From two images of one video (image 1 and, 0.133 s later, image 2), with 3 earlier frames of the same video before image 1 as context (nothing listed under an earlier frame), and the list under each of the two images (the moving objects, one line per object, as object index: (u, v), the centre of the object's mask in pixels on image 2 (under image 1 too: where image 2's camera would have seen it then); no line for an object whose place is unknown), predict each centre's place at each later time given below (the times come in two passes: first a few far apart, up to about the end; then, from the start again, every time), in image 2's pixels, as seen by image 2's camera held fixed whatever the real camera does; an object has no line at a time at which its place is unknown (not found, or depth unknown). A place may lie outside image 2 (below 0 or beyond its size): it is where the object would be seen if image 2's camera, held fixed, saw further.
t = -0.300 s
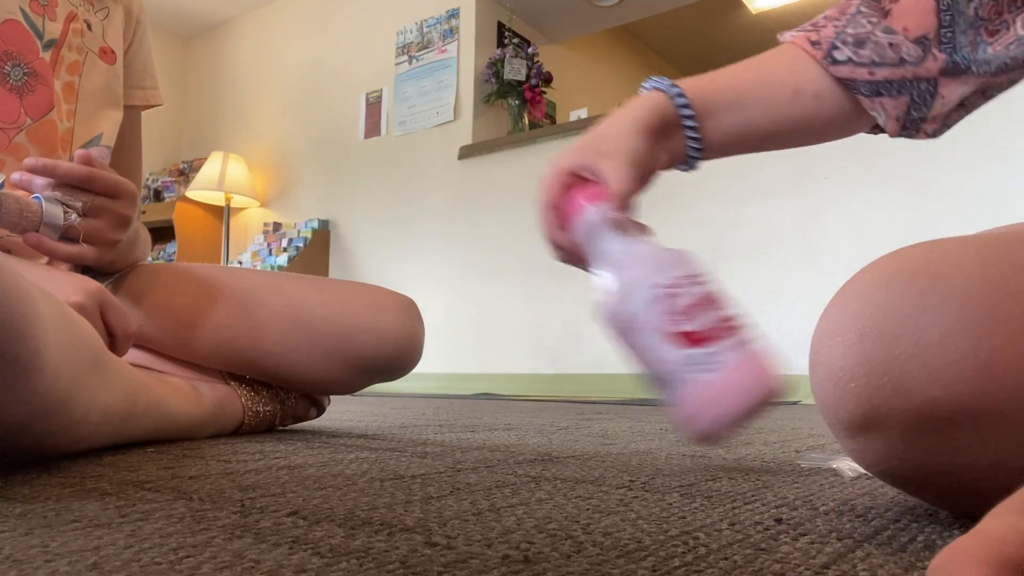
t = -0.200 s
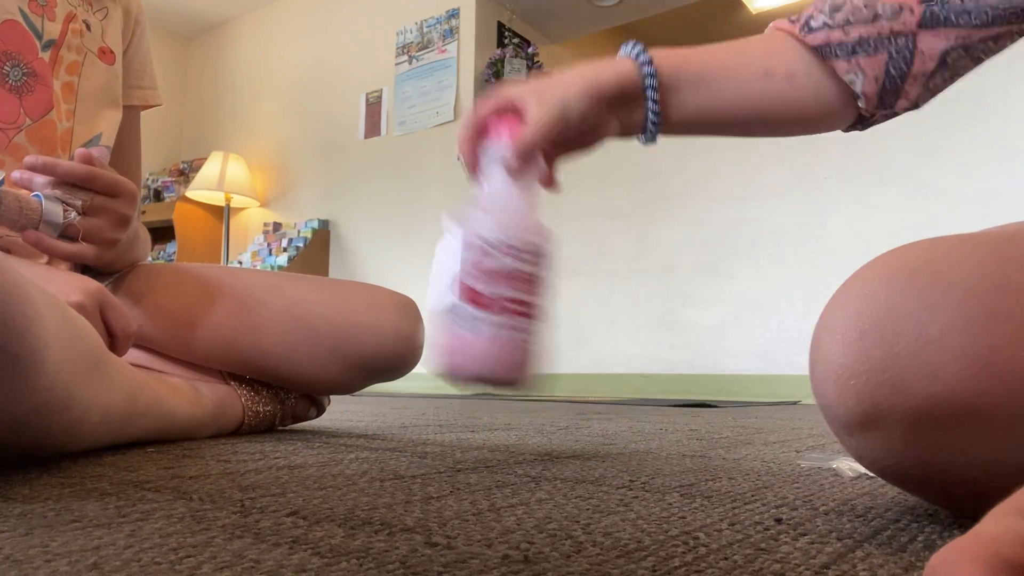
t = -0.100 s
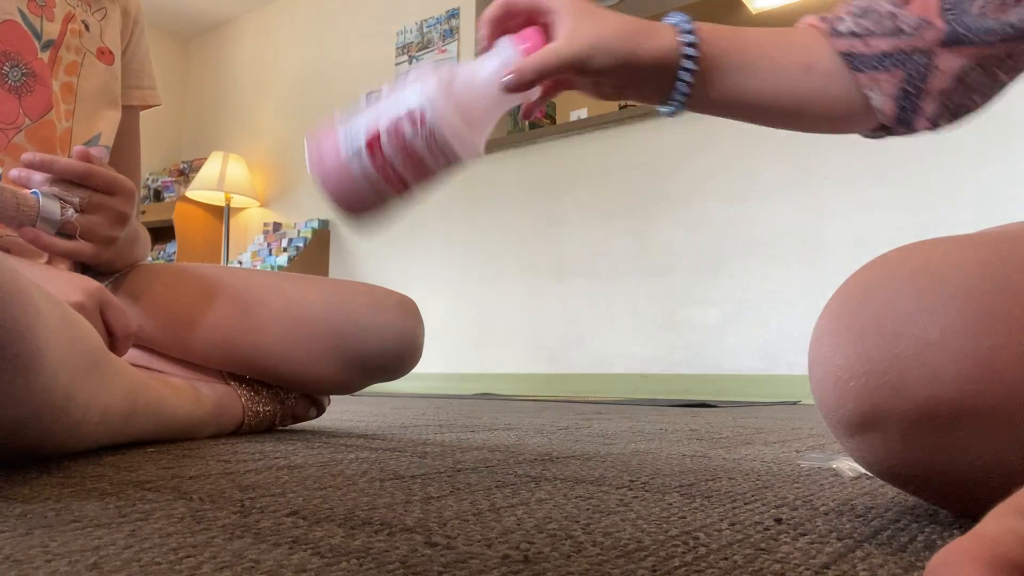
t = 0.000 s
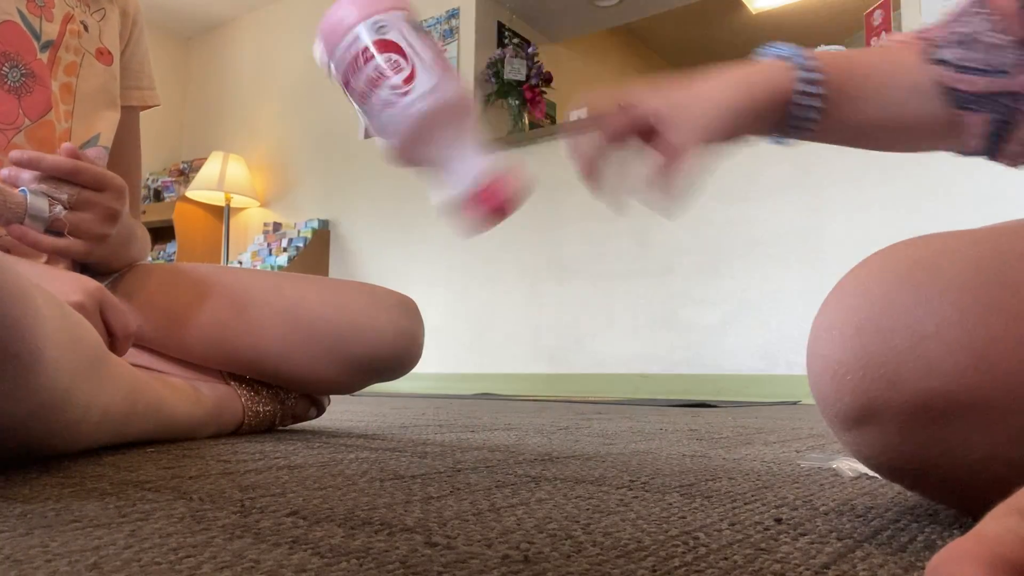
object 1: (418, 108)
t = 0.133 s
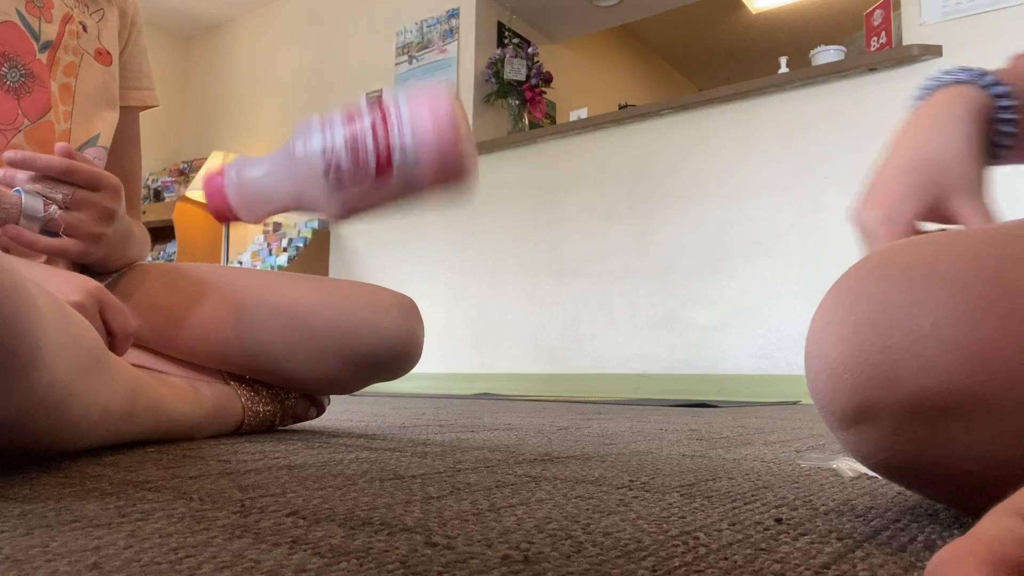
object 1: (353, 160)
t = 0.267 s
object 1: (385, 341)
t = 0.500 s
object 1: (283, 405)
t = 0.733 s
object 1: (278, 405)
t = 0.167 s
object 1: (359, 202)
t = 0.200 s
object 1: (366, 271)
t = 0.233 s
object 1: (379, 338)
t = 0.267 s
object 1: (385, 341)
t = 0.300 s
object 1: (382, 341)
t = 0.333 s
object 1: (377, 342)
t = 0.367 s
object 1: (366, 345)
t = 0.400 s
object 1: (346, 353)
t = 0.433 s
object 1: (318, 368)
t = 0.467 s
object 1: (290, 401)
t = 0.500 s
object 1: (283, 405)
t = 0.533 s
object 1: (282, 405)
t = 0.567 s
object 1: (281, 405)
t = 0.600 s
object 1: (280, 405)
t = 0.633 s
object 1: (280, 405)
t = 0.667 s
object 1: (279, 405)
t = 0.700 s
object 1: (278, 405)
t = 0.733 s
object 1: (278, 405)
